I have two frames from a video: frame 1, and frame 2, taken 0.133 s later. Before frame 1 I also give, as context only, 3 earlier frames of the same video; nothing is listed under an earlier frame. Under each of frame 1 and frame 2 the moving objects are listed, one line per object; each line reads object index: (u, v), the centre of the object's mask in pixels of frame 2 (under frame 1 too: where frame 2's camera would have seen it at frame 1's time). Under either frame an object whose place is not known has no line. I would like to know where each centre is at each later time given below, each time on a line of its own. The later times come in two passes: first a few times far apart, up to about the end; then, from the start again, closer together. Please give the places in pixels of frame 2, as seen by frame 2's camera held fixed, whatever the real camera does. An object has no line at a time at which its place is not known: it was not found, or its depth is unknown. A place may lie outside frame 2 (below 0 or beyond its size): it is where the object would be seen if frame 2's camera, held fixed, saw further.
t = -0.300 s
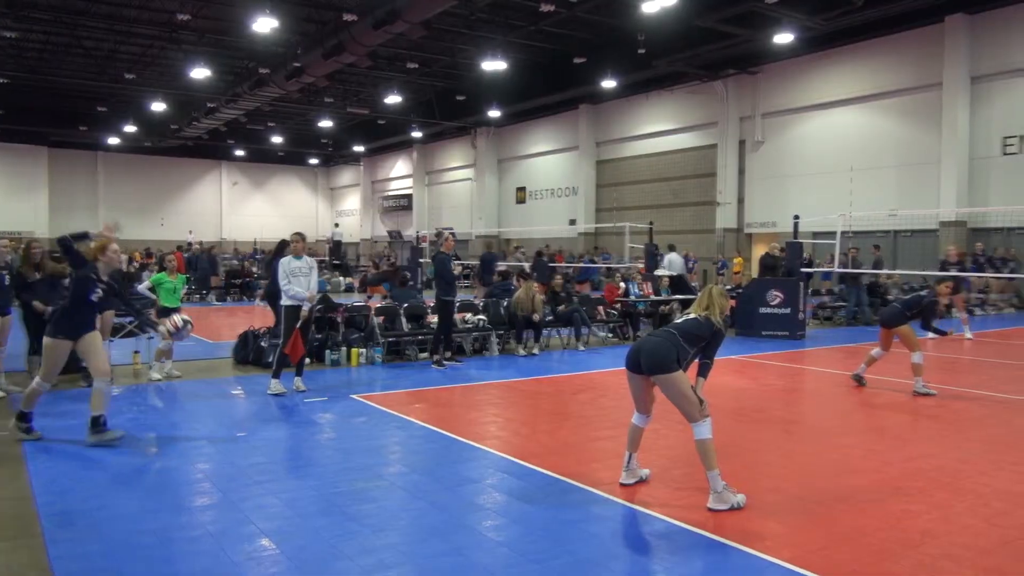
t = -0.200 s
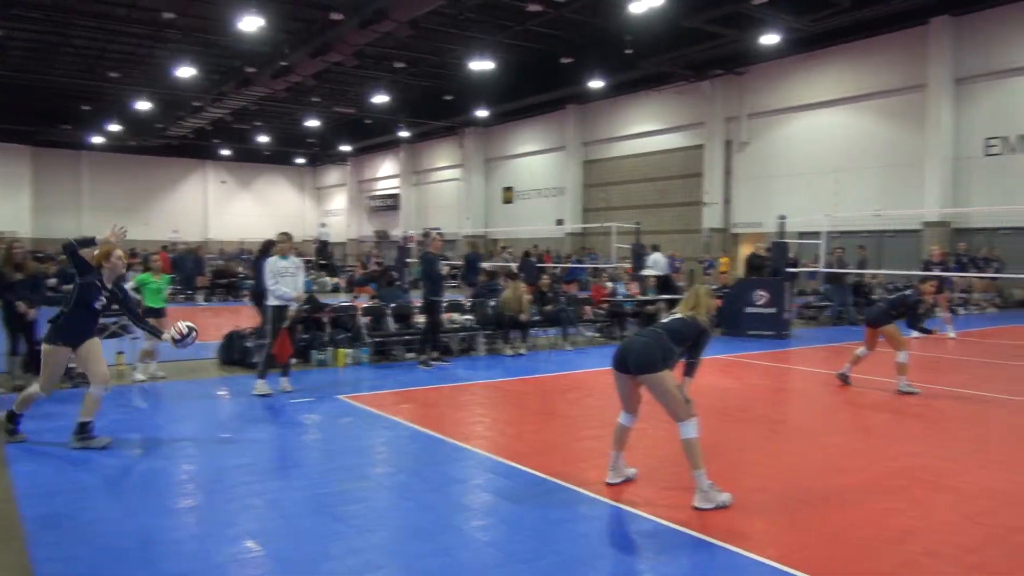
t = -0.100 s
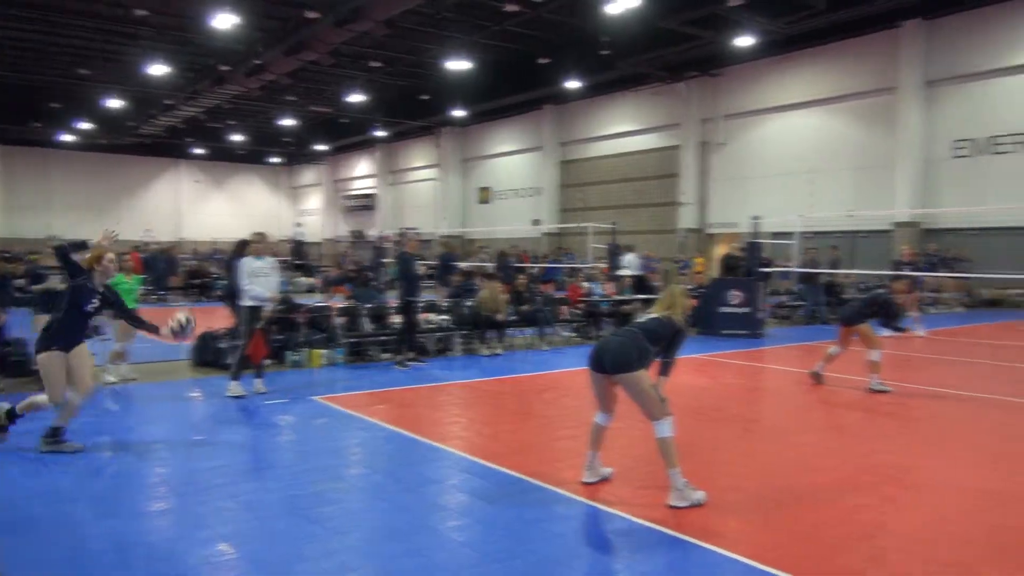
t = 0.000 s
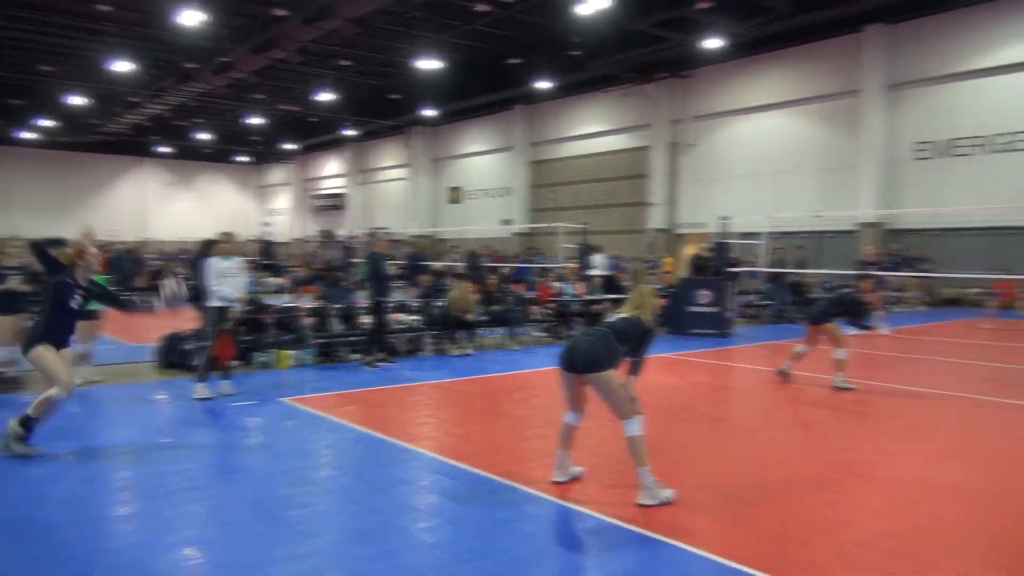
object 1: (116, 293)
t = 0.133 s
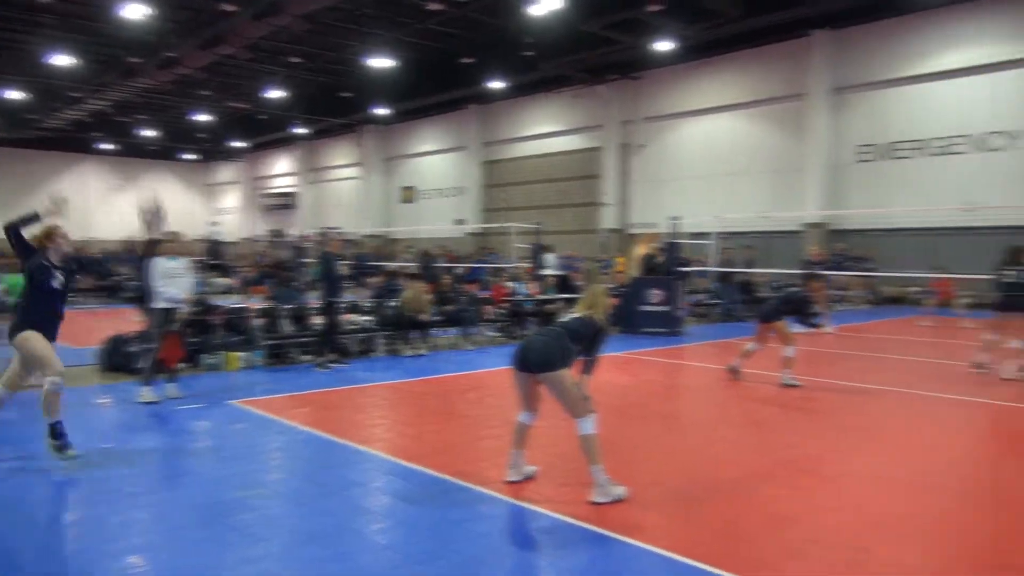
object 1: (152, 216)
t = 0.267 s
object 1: (181, 141)
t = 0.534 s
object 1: (243, 73)
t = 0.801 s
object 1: (303, 93)
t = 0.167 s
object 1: (160, 193)
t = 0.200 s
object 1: (167, 174)
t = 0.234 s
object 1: (174, 156)
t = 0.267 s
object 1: (181, 141)
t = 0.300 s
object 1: (189, 130)
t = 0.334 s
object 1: (197, 118)
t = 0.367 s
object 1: (206, 105)
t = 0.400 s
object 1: (213, 96)
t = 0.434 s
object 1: (221, 88)
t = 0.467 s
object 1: (228, 81)
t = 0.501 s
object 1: (236, 76)
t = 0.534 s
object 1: (243, 73)
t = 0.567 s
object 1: (251, 71)
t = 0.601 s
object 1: (259, 70)
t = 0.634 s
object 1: (266, 70)
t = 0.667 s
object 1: (274, 71)
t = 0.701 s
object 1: (284, 75)
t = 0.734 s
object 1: (290, 79)
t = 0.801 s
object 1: (303, 93)
